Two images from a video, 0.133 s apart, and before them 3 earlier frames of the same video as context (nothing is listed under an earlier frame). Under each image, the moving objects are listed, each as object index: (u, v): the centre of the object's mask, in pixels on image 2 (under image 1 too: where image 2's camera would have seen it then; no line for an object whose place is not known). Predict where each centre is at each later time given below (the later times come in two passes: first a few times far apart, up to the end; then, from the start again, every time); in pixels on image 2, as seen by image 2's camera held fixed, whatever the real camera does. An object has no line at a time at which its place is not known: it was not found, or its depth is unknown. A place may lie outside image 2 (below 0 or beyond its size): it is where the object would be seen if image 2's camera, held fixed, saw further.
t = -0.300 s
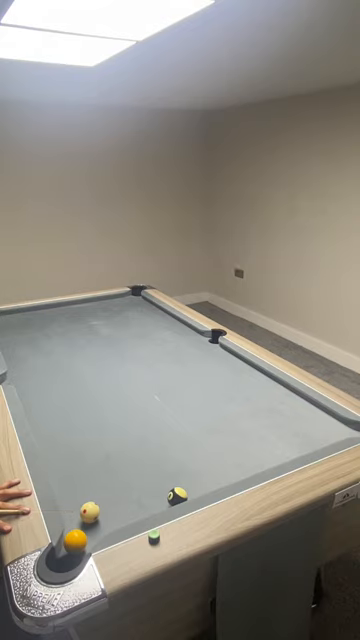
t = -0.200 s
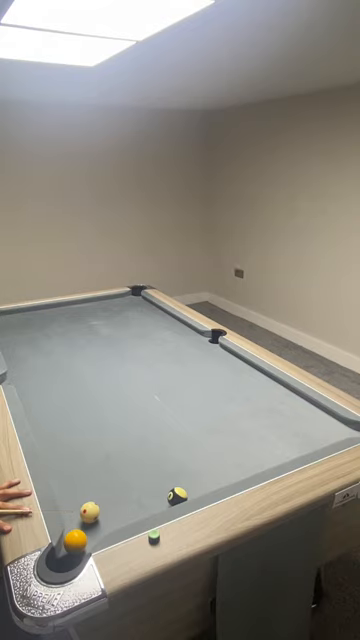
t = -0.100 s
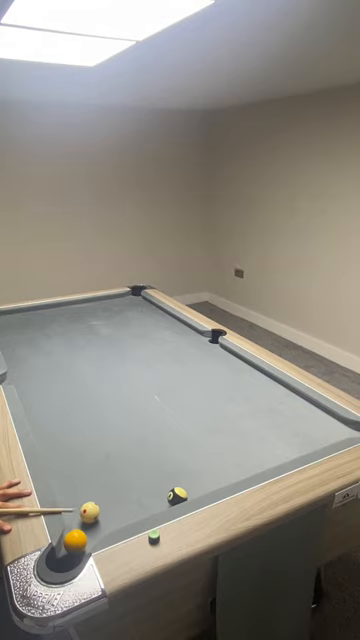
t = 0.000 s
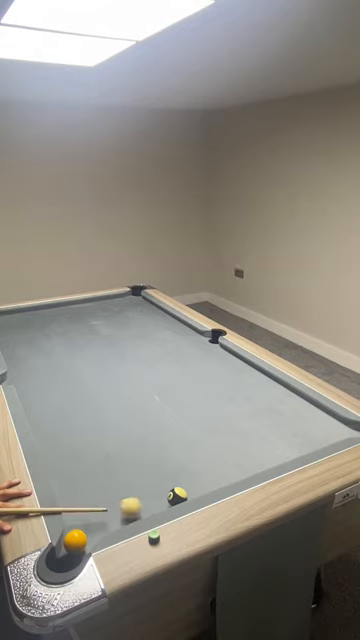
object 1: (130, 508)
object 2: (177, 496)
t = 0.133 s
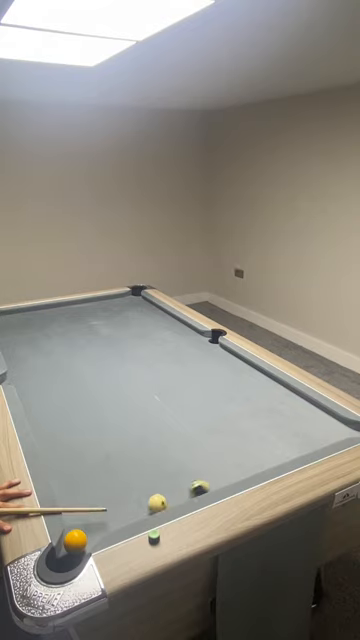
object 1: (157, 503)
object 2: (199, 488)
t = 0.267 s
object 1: (156, 495)
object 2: (226, 477)
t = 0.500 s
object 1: (156, 481)
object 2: (270, 460)
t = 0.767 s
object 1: (156, 468)
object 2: (313, 444)
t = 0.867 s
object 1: (156, 464)
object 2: (328, 438)
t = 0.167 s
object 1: (156, 502)
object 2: (205, 485)
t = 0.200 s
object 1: (156, 500)
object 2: (212, 482)
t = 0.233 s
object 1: (156, 497)
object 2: (219, 479)
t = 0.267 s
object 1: (156, 495)
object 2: (226, 477)
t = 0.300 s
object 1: (156, 492)
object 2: (233, 474)
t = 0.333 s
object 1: (156, 491)
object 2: (239, 472)
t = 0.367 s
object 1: (156, 488)
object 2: (246, 469)
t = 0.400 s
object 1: (156, 486)
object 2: (251, 467)
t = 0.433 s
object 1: (156, 484)
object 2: (258, 465)
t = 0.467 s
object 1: (156, 482)
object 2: (264, 462)
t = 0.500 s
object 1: (156, 481)
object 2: (270, 460)
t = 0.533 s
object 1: (156, 479)
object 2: (276, 458)
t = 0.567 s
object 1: (156, 477)
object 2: (281, 456)
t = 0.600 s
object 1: (156, 476)
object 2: (287, 453)
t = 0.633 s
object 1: (156, 474)
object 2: (292, 451)
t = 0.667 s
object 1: (156, 473)
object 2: (297, 449)
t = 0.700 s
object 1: (156, 471)
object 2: (303, 448)
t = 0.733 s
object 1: (156, 470)
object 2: (308, 445)
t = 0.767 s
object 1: (156, 468)
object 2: (313, 444)
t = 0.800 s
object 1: (156, 467)
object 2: (318, 442)
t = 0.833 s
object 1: (156, 465)
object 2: (323, 440)
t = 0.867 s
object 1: (156, 464)
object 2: (328, 438)
